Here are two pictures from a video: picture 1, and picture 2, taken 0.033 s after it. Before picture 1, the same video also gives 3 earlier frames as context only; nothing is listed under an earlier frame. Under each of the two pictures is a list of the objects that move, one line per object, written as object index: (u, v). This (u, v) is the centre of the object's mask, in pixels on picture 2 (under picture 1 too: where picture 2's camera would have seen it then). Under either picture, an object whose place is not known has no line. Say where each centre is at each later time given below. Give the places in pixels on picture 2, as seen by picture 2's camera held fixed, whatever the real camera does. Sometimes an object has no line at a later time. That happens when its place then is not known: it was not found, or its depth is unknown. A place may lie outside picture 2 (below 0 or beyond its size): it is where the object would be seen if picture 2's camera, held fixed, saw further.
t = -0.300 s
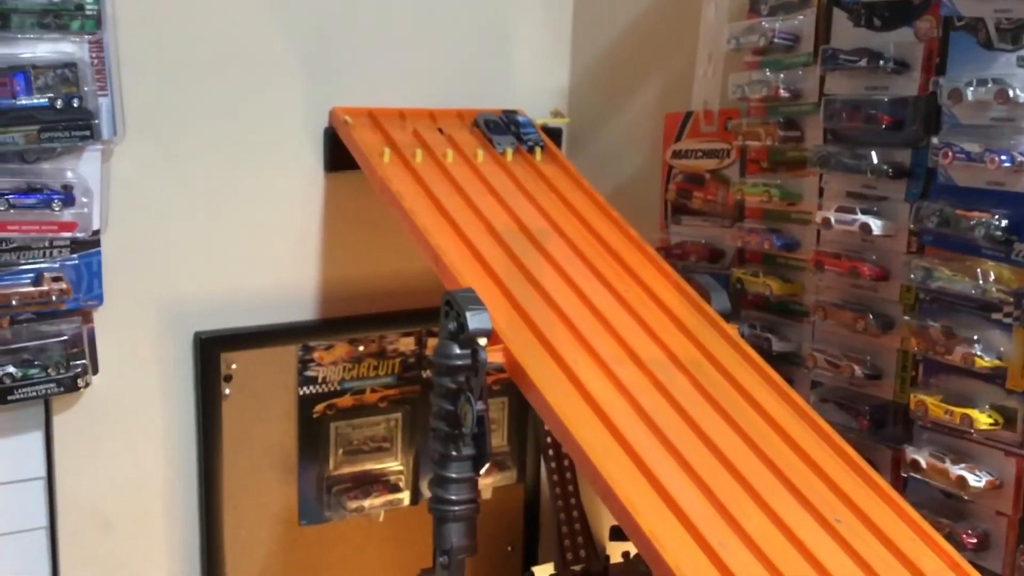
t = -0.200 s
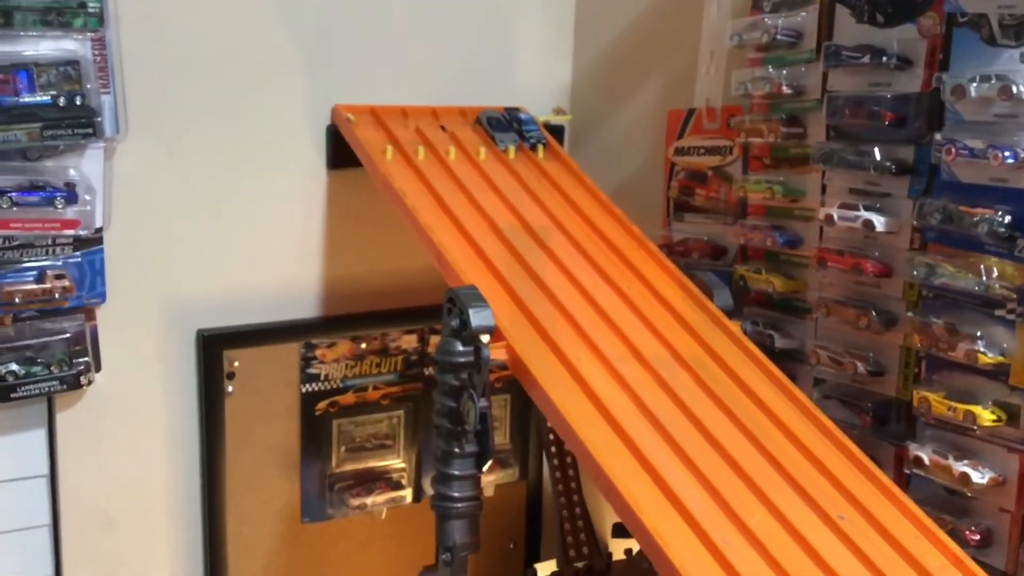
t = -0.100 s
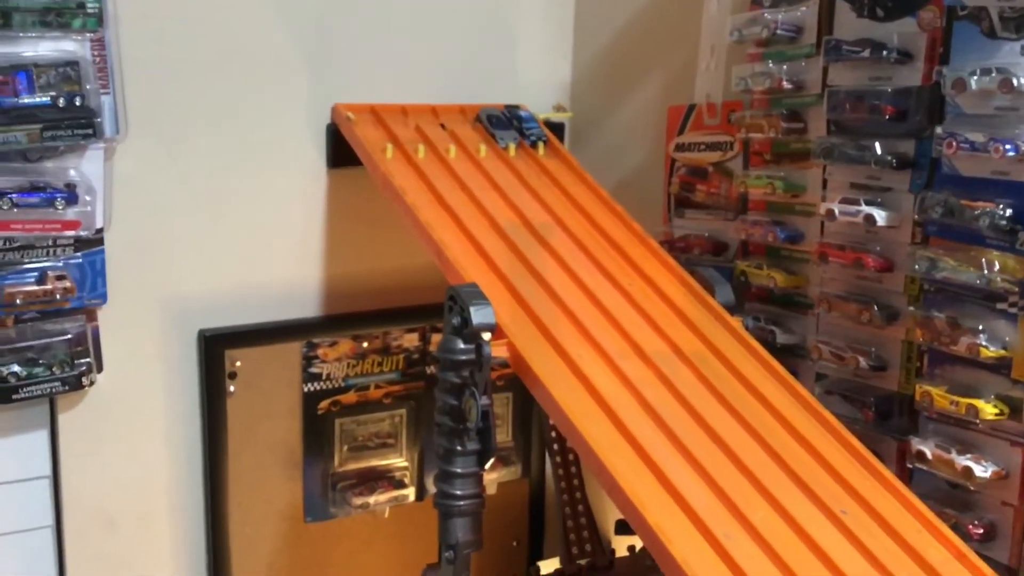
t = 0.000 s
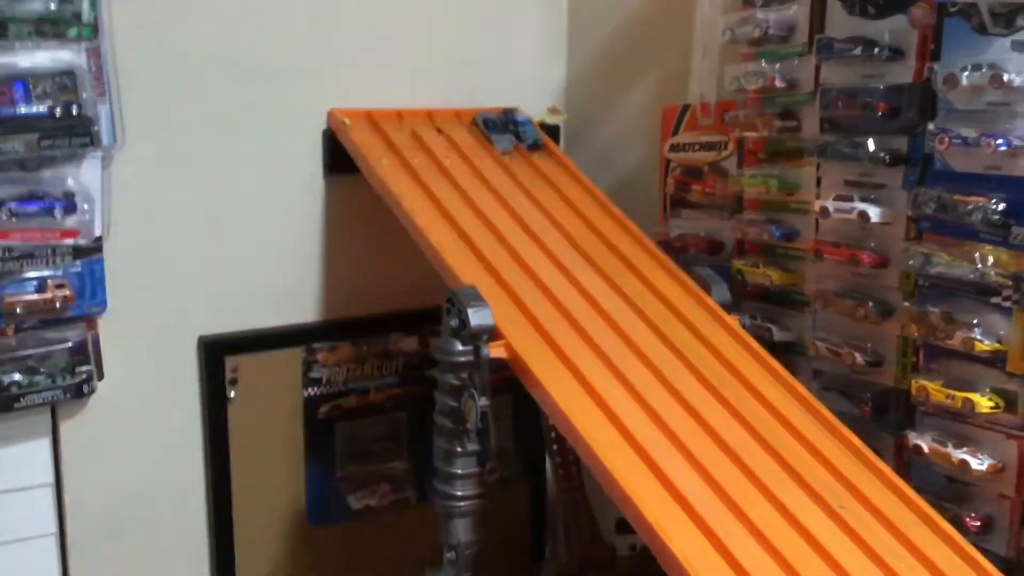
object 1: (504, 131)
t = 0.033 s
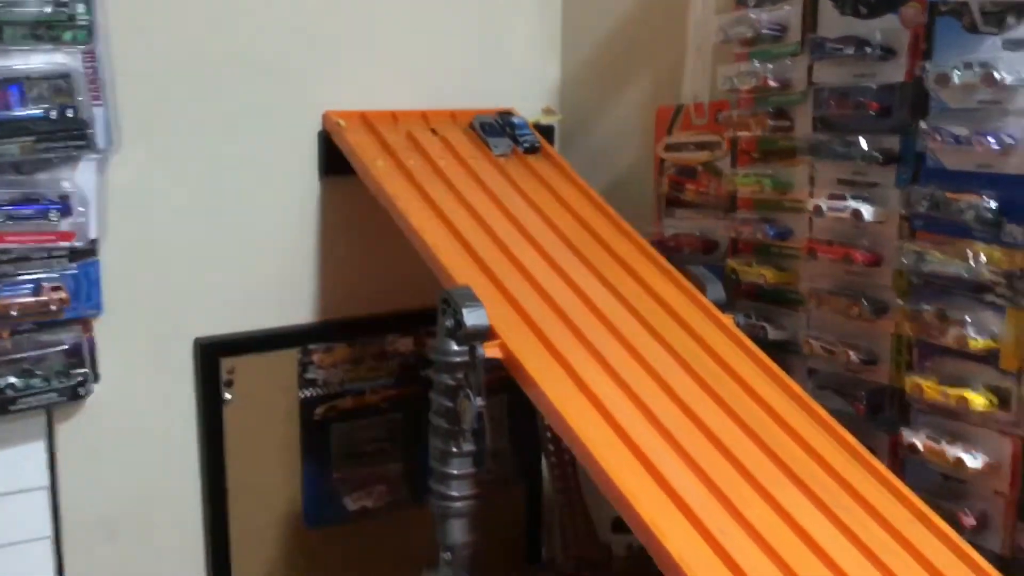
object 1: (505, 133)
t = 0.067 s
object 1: (510, 138)
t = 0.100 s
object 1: (516, 144)
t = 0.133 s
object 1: (523, 152)
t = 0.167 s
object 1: (532, 162)
